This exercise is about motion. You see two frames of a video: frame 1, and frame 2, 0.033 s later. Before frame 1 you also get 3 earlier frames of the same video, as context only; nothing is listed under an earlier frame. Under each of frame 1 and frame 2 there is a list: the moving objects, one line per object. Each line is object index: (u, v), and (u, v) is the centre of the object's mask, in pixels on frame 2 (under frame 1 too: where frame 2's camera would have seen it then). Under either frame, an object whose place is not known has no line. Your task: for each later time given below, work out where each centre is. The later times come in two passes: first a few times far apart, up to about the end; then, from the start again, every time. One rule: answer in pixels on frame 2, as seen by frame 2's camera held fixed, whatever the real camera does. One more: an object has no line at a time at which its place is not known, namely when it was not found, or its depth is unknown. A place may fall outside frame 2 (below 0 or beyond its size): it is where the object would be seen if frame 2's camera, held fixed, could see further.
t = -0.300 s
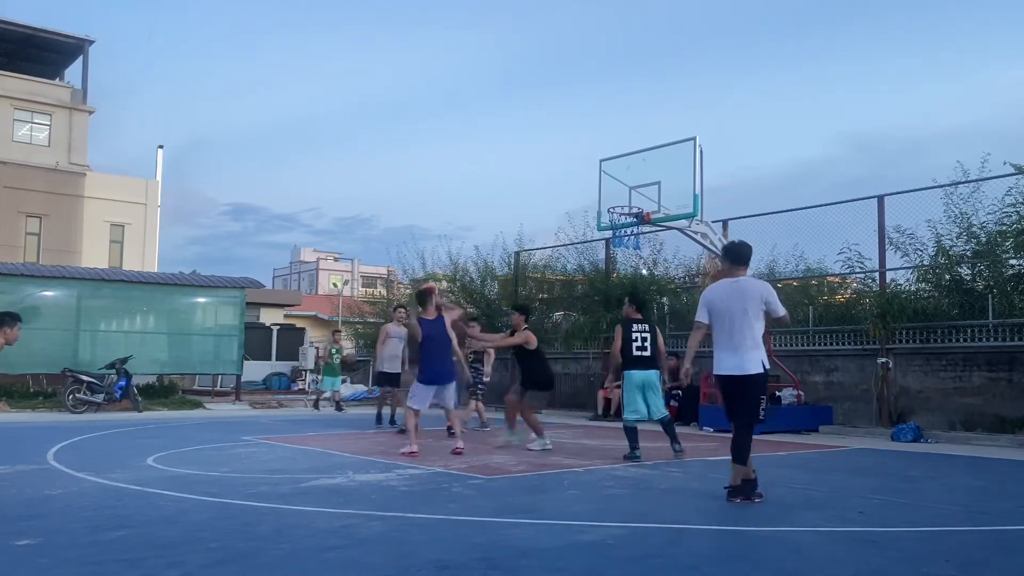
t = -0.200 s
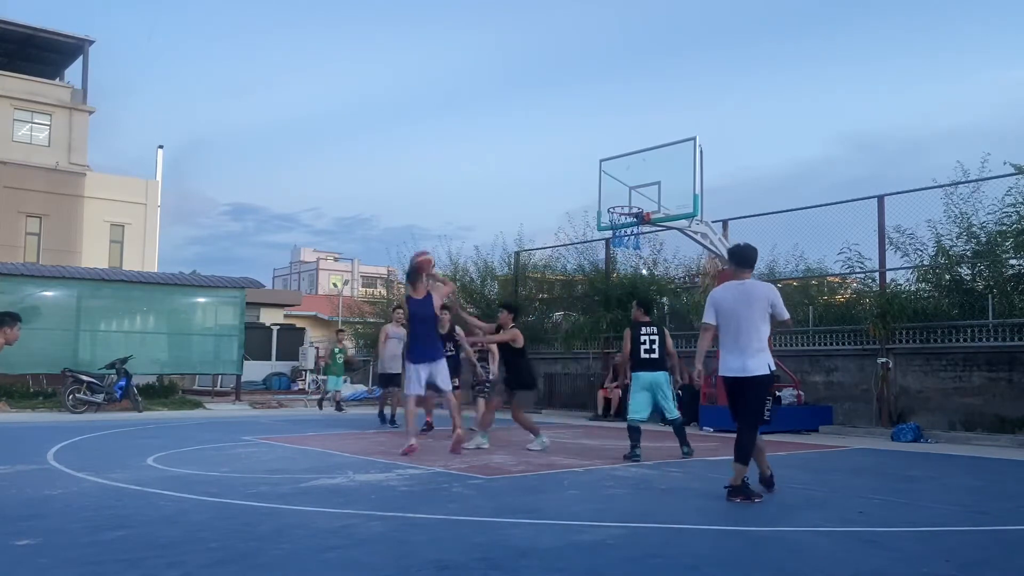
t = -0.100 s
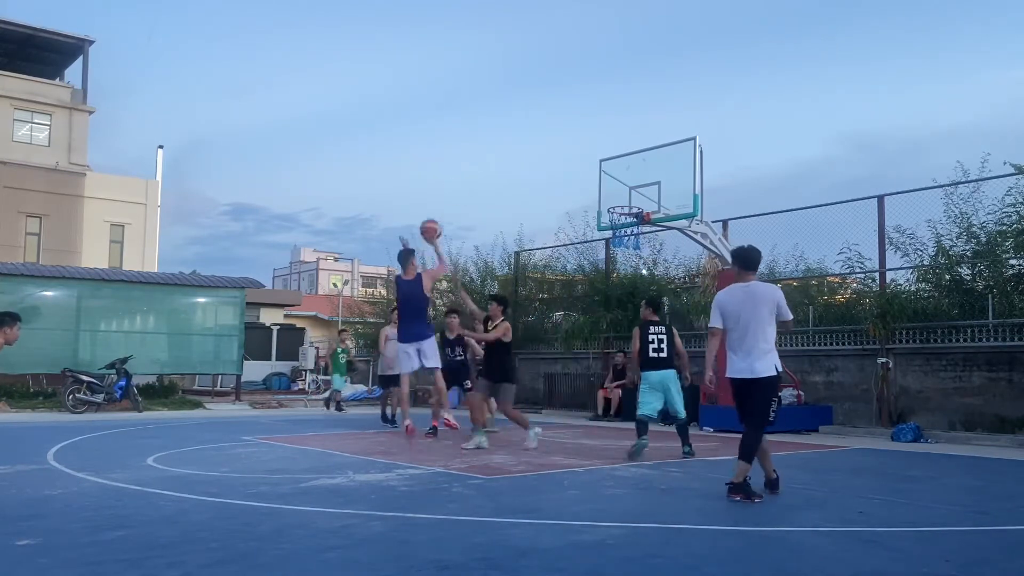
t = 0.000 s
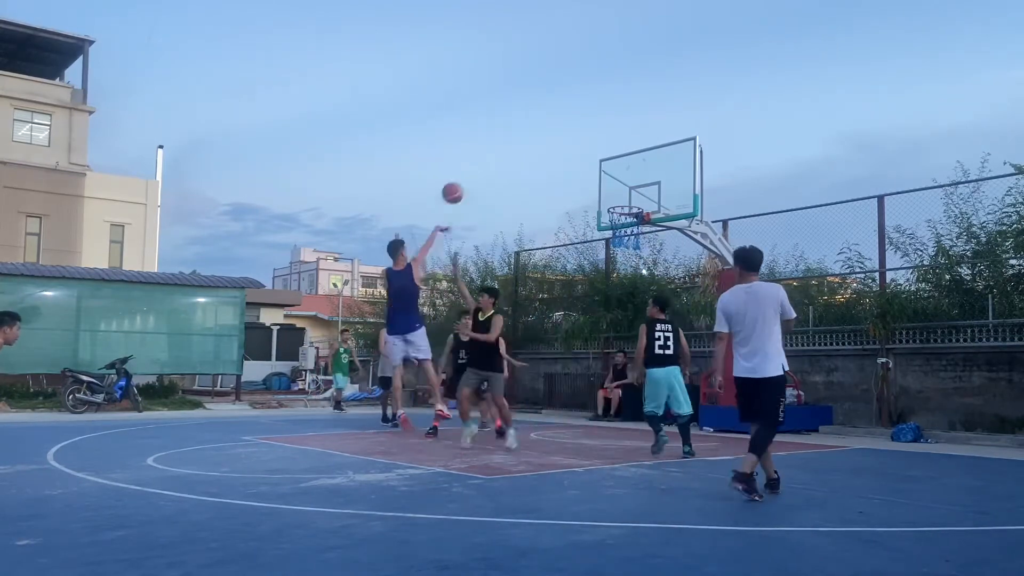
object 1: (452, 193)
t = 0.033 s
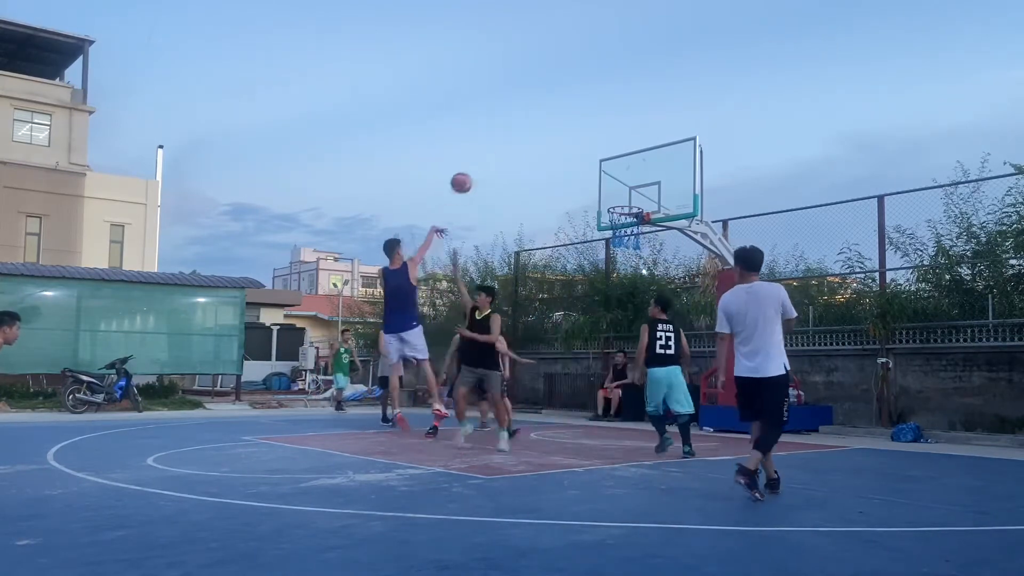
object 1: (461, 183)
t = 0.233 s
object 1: (508, 144)
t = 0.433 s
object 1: (549, 140)
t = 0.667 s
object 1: (591, 171)
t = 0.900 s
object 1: (627, 202)
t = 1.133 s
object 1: (625, 207)
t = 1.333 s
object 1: (621, 240)
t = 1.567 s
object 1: (619, 310)
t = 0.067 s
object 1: (470, 174)
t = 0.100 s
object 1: (478, 166)
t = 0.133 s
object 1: (486, 159)
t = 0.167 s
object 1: (493, 153)
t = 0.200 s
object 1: (501, 148)
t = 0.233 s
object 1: (508, 144)
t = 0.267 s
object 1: (515, 141)
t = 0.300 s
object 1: (522, 139)
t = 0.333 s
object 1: (529, 138)
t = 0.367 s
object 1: (536, 138)
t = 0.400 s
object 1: (543, 139)
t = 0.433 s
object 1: (549, 140)
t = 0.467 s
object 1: (556, 142)
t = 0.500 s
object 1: (562, 145)
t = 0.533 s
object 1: (568, 149)
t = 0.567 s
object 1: (574, 154)
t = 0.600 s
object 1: (580, 158)
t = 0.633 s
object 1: (586, 164)
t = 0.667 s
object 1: (591, 171)
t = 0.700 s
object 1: (597, 178)
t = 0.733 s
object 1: (603, 186)
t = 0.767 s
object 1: (608, 194)
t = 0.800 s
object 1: (614, 204)
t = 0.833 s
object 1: (618, 203)
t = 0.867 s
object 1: (623, 202)
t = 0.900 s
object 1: (627, 202)
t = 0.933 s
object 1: (632, 203)
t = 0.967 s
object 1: (632, 202)
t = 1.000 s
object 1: (631, 202)
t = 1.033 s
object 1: (630, 202)
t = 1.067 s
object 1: (628, 203)
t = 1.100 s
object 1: (626, 204)
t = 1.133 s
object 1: (625, 207)
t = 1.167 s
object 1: (623, 210)
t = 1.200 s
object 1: (622, 214)
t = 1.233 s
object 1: (621, 219)
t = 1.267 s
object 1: (621, 226)
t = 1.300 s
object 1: (621, 233)
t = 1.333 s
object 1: (621, 240)
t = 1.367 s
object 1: (619, 247)
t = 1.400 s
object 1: (619, 256)
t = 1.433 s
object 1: (620, 265)
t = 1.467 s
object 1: (620, 276)
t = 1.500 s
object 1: (621, 287)
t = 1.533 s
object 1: (619, 299)
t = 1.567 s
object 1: (619, 310)
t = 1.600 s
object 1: (618, 325)
